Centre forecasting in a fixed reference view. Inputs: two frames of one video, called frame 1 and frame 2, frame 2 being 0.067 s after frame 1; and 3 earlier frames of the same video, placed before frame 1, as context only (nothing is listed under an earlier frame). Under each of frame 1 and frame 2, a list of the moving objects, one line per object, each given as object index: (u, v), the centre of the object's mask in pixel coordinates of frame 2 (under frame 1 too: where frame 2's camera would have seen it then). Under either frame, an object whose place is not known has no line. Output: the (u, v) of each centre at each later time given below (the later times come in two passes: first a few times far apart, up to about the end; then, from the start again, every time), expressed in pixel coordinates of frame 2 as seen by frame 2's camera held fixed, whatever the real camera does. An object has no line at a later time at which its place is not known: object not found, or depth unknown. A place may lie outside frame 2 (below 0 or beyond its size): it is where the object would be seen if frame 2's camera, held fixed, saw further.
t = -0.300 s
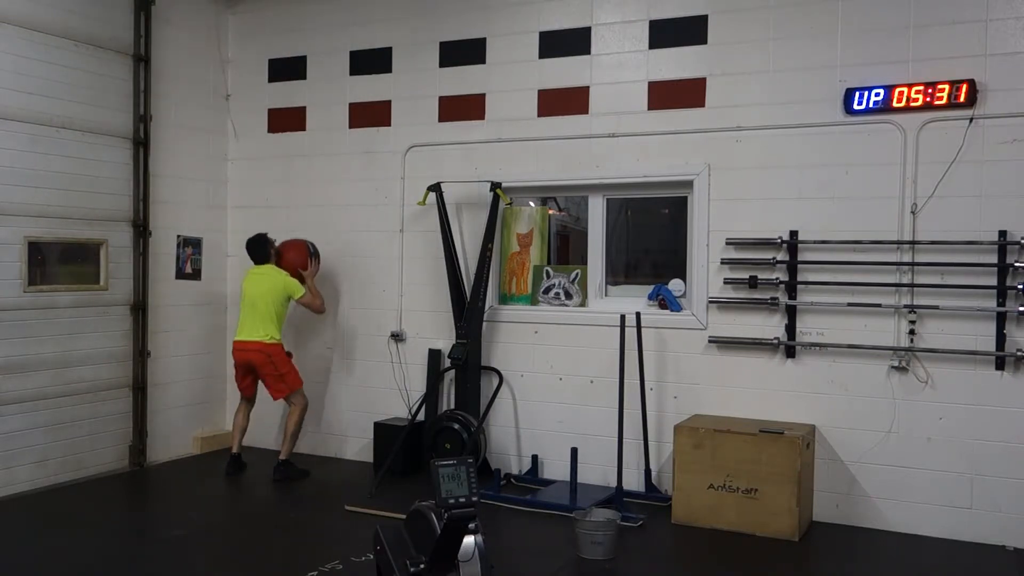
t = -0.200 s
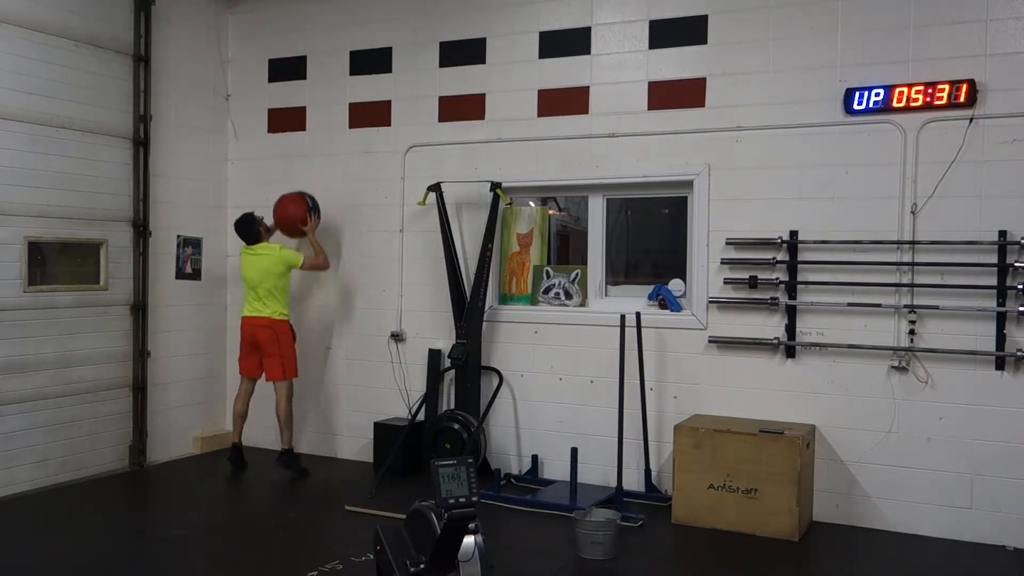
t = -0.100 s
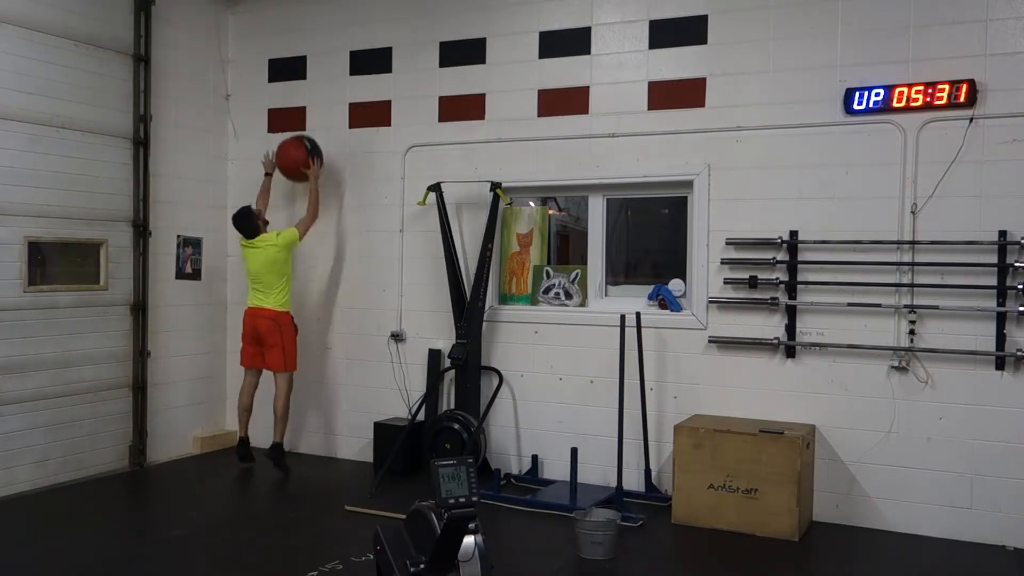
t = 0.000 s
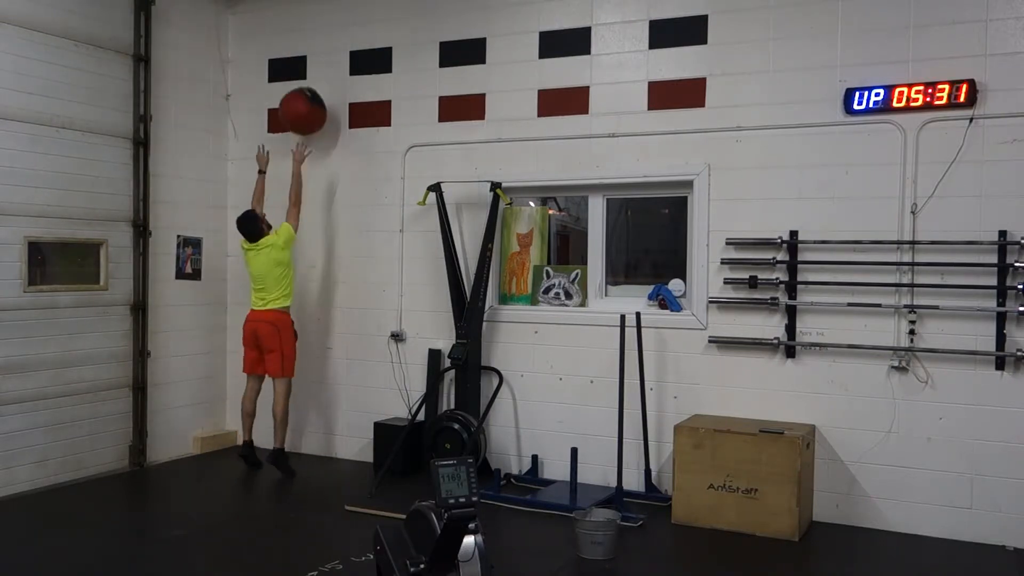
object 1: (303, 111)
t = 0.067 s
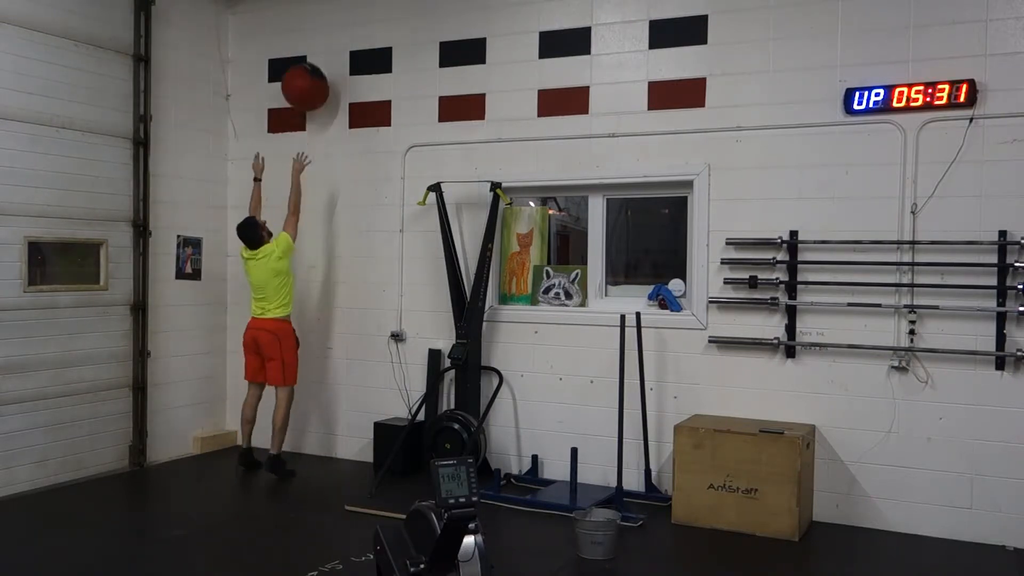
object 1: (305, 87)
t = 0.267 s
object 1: (311, 50)
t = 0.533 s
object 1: (302, 78)
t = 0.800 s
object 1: (294, 197)
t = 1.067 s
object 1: (286, 415)
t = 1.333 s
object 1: (291, 418)
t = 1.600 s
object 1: (299, 445)
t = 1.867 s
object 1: (303, 443)
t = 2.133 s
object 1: (302, 444)
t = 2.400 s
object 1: (302, 444)
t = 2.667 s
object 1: (302, 444)
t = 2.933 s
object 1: (302, 444)
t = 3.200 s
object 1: (302, 444)
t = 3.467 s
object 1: (302, 444)
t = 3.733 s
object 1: (302, 444)
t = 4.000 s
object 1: (302, 444)
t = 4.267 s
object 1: (302, 444)
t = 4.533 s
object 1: (302, 444)
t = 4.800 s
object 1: (302, 444)
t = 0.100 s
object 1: (306, 77)
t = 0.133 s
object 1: (308, 69)
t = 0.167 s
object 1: (309, 62)
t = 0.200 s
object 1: (310, 56)
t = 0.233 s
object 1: (311, 52)
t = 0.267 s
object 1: (311, 50)
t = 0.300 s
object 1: (310, 49)
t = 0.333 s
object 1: (309, 49)
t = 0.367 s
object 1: (308, 50)
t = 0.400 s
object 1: (307, 52)
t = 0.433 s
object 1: (306, 57)
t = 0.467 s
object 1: (305, 62)
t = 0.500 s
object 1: (304, 69)
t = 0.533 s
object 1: (302, 78)
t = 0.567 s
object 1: (301, 87)
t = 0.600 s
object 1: (300, 99)
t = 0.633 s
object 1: (299, 112)
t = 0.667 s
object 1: (298, 126)
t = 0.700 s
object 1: (297, 142)
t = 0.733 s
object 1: (296, 159)
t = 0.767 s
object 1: (295, 178)
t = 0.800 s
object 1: (294, 197)
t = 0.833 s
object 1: (293, 219)
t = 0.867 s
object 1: (292, 242)
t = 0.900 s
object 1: (291, 267)
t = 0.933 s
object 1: (290, 293)
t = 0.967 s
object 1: (289, 320)
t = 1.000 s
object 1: (288, 350)
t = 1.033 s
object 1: (286, 382)
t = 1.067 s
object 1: (286, 415)
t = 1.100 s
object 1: (285, 447)
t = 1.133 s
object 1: (285, 447)
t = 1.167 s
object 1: (286, 439)
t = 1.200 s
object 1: (287, 432)
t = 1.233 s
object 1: (288, 427)
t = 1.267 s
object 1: (289, 423)
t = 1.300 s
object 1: (290, 420)
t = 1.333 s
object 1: (291, 418)
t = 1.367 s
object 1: (292, 418)
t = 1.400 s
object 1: (293, 420)
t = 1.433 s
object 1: (294, 423)
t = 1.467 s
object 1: (296, 427)
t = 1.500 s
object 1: (297, 432)
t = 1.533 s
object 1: (298, 440)
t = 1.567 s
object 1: (299, 446)
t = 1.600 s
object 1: (299, 445)
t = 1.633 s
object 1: (300, 443)
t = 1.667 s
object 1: (301, 443)
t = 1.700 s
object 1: (301, 442)
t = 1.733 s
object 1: (302, 443)
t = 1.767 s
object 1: (302, 444)
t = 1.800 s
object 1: (303, 444)
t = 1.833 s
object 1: (303, 443)
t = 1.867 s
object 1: (303, 443)
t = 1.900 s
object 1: (303, 444)
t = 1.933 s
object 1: (303, 444)
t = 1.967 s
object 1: (303, 444)
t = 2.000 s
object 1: (303, 444)
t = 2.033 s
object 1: (302, 444)
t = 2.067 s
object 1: (302, 444)
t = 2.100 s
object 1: (302, 444)
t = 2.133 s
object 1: (302, 444)
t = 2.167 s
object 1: (302, 444)
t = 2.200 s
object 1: (302, 444)
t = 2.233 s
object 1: (302, 444)
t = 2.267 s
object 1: (302, 444)
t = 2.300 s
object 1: (302, 444)
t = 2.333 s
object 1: (302, 444)
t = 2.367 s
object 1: (302, 444)
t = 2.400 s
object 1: (302, 444)
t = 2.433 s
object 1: (302, 444)
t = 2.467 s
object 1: (302, 444)
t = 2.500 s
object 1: (302, 444)
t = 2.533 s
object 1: (302, 444)
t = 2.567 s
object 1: (302, 444)
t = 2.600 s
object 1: (302, 444)
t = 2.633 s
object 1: (302, 444)
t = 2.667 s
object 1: (302, 444)
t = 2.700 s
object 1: (302, 444)
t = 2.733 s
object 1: (302, 444)
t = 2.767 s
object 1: (302, 444)
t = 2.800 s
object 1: (302, 444)
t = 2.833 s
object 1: (302, 444)
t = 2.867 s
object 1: (302, 444)
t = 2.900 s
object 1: (302, 444)
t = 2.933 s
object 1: (302, 444)
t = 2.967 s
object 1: (302, 444)
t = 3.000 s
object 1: (302, 444)
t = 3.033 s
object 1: (302, 444)
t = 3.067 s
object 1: (302, 444)
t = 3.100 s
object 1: (302, 444)
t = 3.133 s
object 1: (302, 444)
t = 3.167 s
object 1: (302, 444)
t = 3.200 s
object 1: (302, 444)
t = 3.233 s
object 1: (302, 444)
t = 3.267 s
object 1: (302, 444)
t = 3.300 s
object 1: (302, 444)
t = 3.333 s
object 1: (302, 444)
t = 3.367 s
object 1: (302, 444)
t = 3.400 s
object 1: (302, 444)
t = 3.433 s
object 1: (302, 444)
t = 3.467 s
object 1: (302, 444)
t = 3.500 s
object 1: (302, 444)
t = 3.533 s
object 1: (302, 444)
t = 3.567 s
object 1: (302, 444)
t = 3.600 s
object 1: (302, 444)
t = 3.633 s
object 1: (302, 444)
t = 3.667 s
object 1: (302, 444)
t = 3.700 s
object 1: (302, 444)
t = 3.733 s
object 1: (302, 444)
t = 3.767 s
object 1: (302, 444)
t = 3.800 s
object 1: (302, 444)
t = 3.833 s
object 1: (302, 444)
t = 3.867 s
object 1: (302, 444)
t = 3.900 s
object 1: (302, 444)
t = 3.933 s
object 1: (302, 444)
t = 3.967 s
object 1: (302, 444)
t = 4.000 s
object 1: (302, 444)
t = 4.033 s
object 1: (302, 444)
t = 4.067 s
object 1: (302, 444)
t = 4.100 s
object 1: (302, 444)
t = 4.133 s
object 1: (302, 444)
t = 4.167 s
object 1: (302, 444)
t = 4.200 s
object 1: (302, 444)
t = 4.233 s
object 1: (302, 444)
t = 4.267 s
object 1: (302, 444)
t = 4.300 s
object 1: (302, 444)
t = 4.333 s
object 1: (302, 444)
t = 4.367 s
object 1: (302, 444)
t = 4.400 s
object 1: (302, 444)
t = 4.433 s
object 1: (302, 444)
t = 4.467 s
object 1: (302, 444)
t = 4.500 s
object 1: (302, 444)
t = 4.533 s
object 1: (302, 444)
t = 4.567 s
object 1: (302, 444)
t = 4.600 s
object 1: (302, 444)
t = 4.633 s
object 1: (302, 444)
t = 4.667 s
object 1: (302, 444)
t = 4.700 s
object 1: (302, 444)
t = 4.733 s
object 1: (302, 444)
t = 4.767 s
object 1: (302, 444)
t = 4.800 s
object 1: (302, 444)
